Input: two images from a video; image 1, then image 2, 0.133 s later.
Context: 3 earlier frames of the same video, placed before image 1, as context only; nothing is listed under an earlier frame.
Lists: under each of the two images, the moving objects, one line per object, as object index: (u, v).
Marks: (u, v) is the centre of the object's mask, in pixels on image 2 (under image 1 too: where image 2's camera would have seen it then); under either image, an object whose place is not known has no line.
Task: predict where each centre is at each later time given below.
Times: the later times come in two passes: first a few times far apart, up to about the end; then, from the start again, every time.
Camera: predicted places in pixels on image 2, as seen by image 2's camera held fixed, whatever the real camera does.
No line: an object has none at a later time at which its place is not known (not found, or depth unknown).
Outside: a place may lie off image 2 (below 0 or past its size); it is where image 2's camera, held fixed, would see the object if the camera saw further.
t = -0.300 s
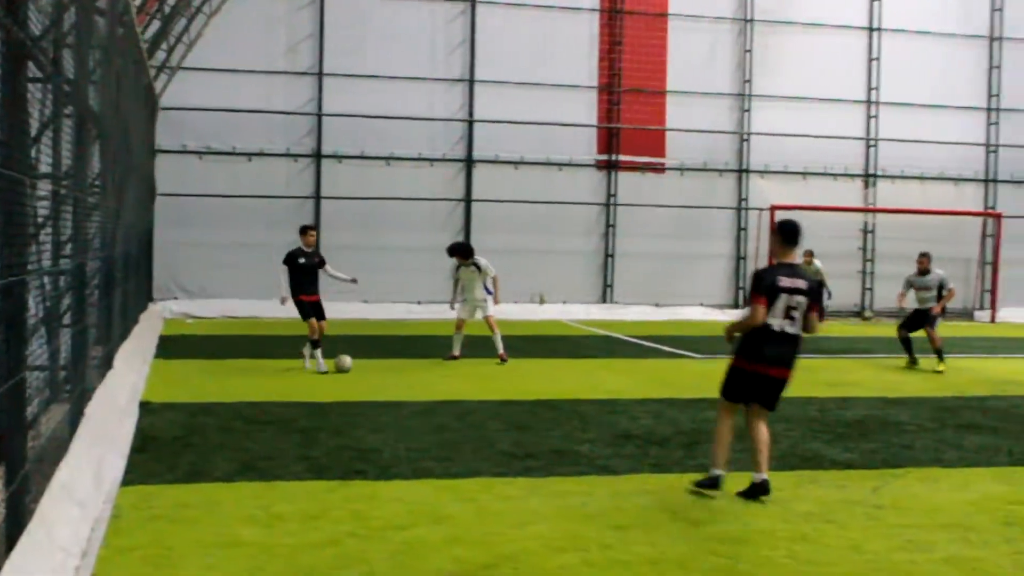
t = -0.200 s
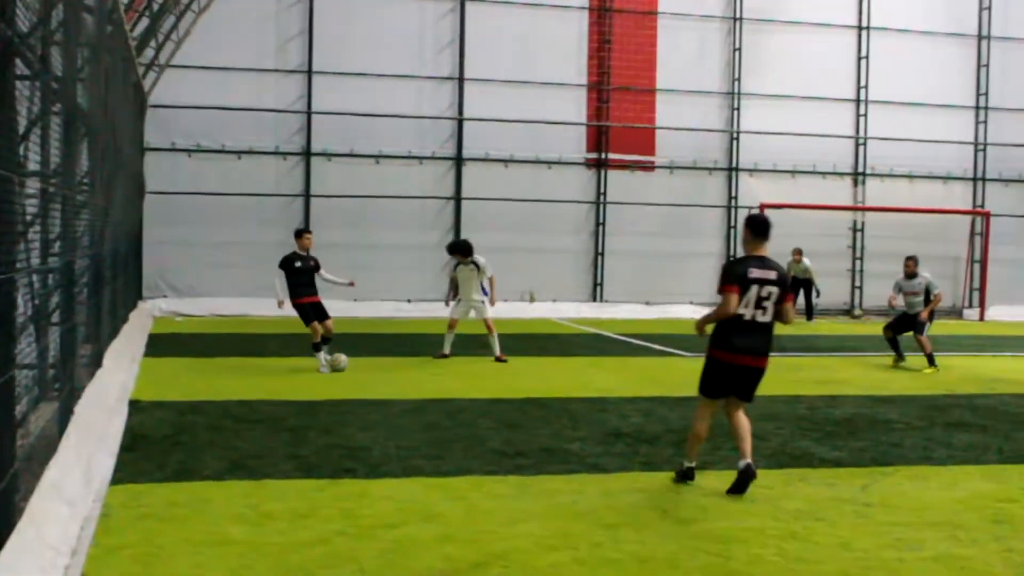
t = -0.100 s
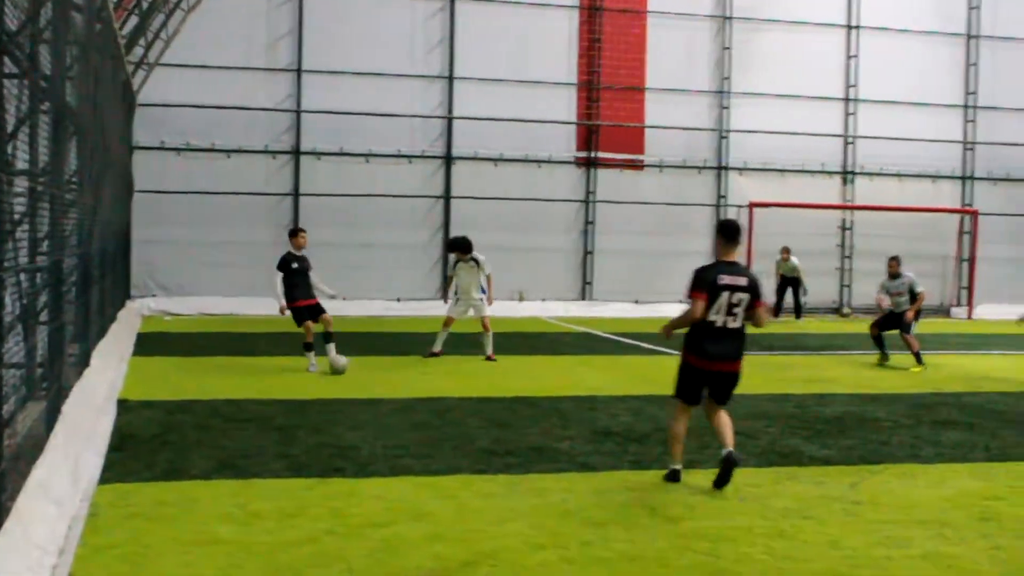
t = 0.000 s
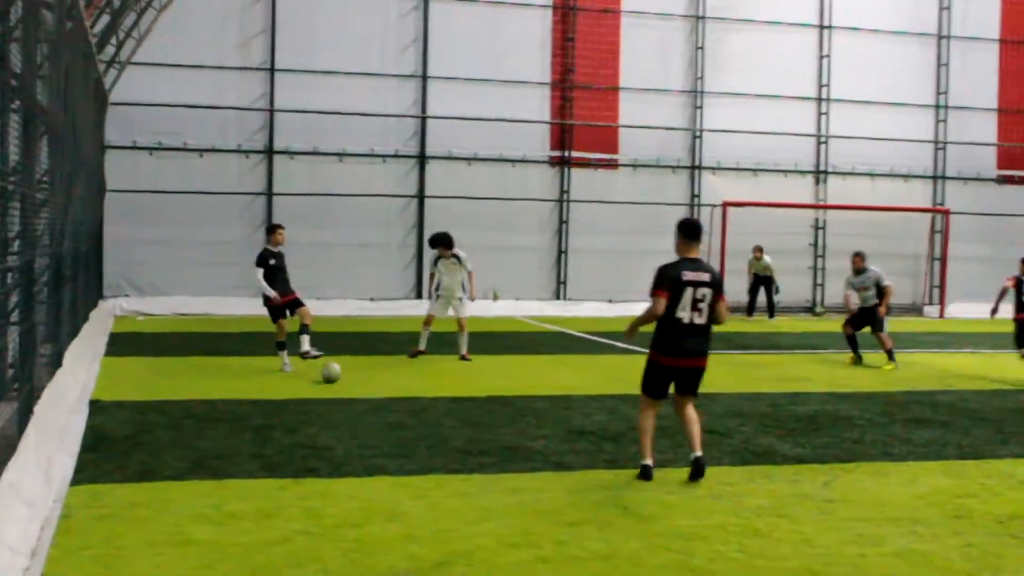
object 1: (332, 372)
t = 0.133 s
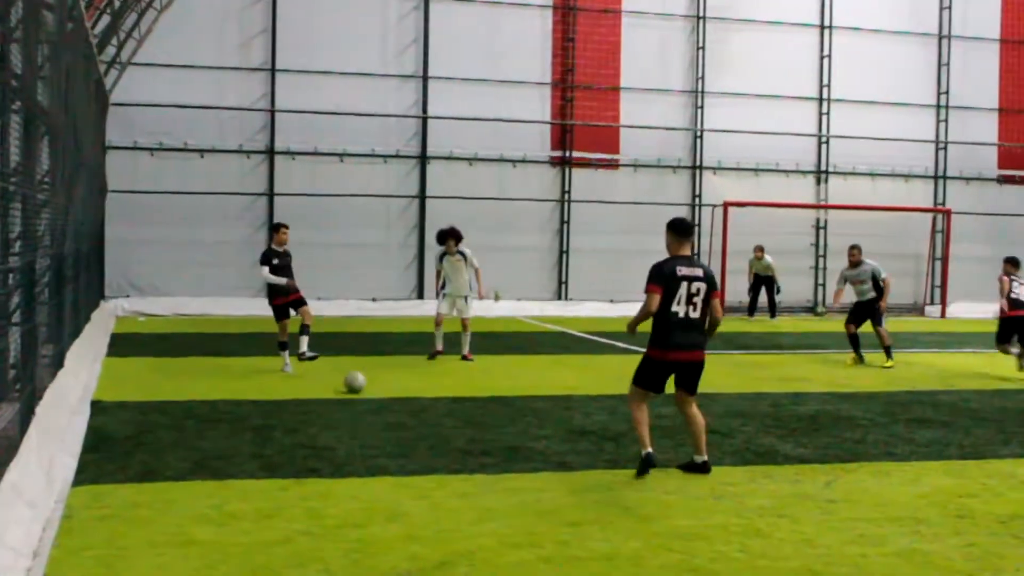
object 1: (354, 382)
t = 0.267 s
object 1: (381, 393)
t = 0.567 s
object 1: (438, 415)
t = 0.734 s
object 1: (469, 426)
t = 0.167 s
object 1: (362, 386)
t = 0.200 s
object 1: (370, 390)
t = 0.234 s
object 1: (373, 390)
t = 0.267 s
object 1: (381, 393)
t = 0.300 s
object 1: (388, 396)
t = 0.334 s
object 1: (392, 398)
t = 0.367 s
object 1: (400, 401)
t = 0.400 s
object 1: (407, 403)
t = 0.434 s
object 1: (412, 404)
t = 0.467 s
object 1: (418, 407)
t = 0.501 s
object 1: (425, 411)
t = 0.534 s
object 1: (430, 413)
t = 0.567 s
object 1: (438, 415)
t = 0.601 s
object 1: (445, 418)
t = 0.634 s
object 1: (449, 420)
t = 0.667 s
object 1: (457, 424)
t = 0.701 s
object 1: (464, 426)
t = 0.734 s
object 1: (469, 426)
